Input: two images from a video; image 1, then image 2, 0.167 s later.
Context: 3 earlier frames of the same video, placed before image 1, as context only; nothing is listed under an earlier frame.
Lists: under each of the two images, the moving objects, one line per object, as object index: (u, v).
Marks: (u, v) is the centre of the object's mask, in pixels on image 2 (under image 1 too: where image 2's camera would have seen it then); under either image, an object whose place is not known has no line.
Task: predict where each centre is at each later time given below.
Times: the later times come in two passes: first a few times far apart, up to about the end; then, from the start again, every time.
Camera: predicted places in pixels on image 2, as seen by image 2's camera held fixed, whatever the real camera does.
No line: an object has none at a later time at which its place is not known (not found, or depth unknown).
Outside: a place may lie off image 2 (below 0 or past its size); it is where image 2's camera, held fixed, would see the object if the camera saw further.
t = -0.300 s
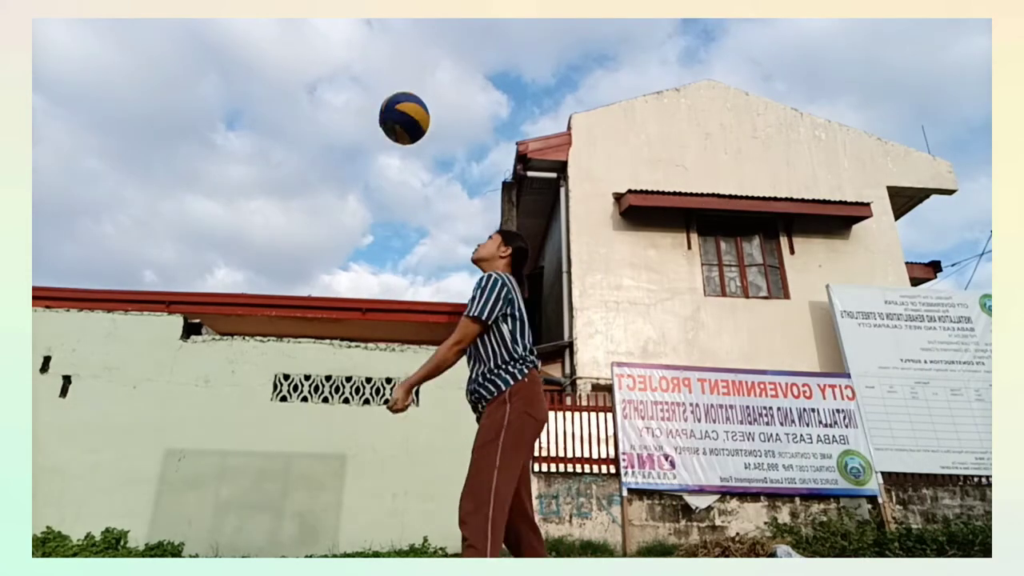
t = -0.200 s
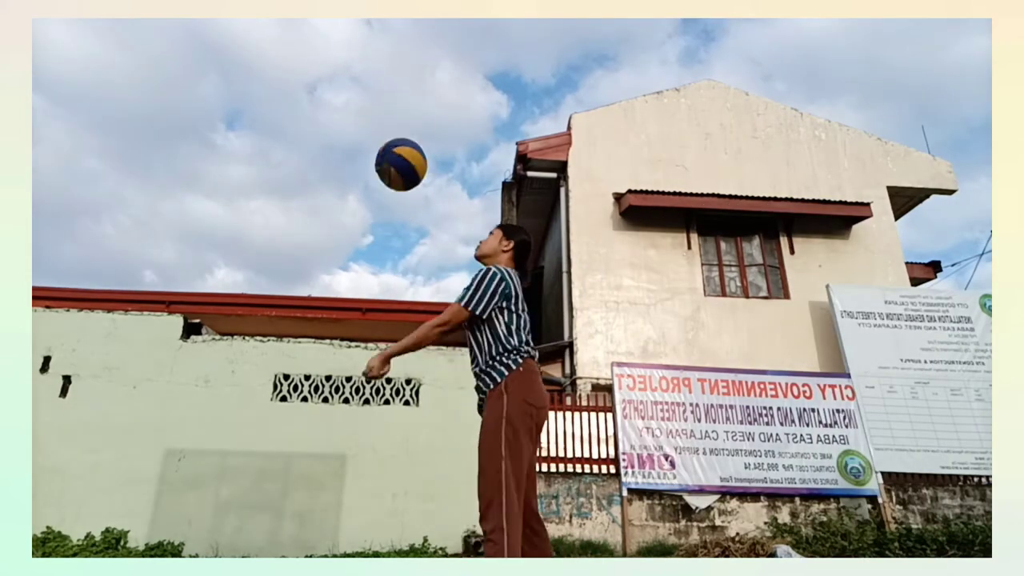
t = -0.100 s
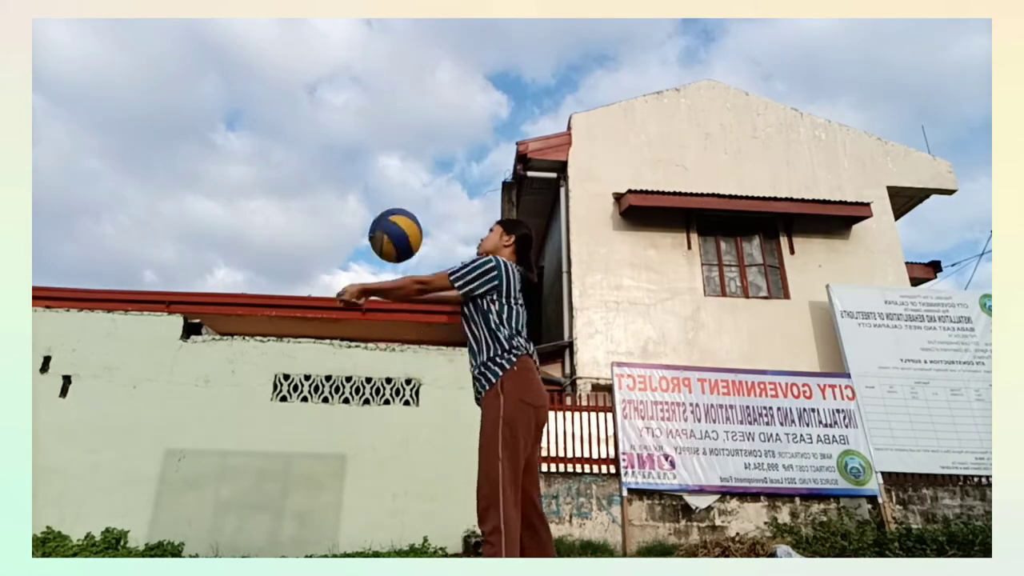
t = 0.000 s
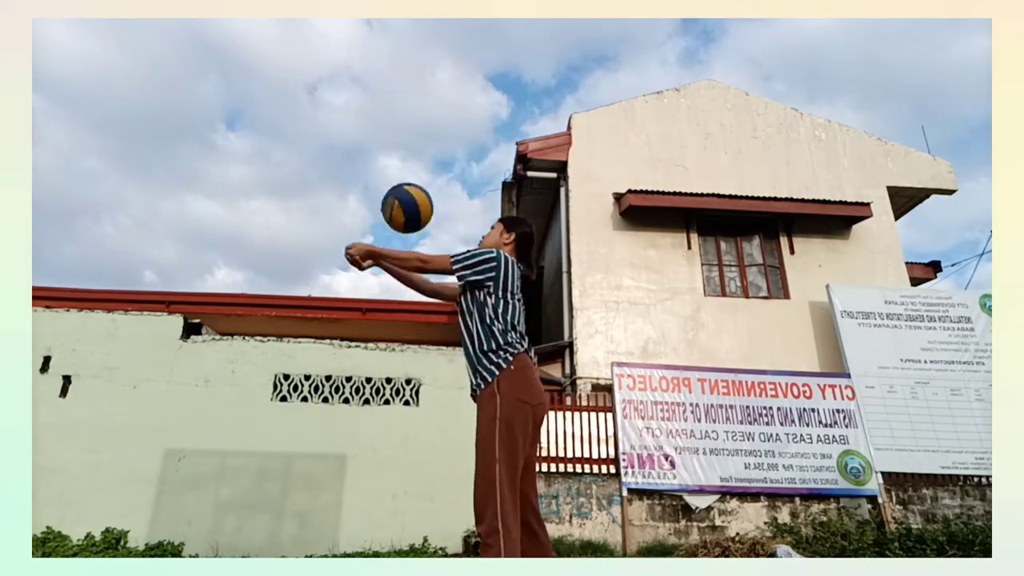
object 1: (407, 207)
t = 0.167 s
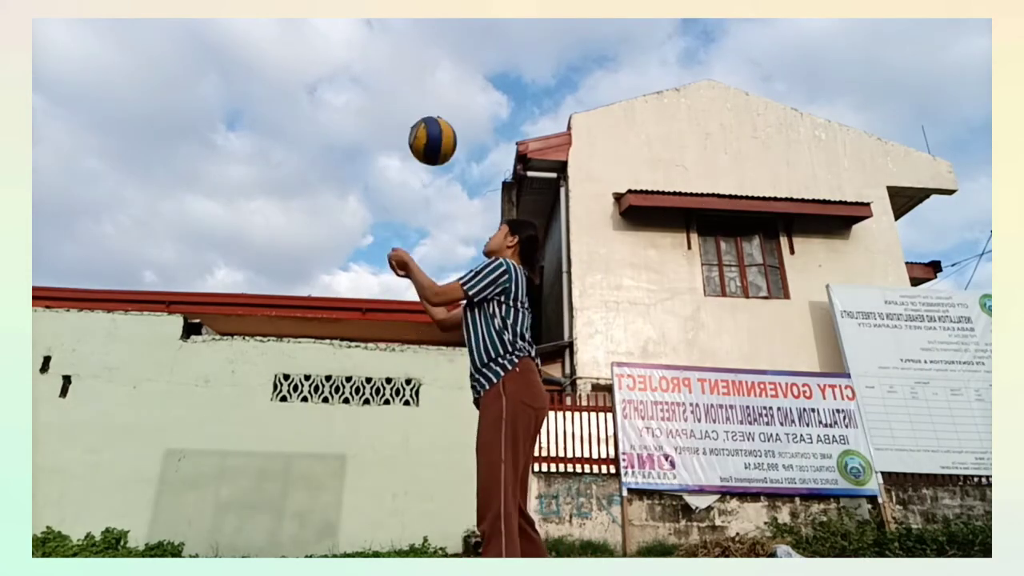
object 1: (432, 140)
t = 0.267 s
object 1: (444, 128)
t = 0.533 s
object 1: (471, 189)
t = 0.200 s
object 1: (436, 134)
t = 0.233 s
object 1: (440, 130)
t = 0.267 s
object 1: (444, 128)
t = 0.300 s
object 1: (448, 128)
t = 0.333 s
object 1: (452, 131)
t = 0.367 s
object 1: (455, 135)
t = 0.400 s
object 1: (459, 142)
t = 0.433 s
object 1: (462, 150)
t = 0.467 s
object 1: (465, 161)
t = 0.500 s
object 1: (468, 174)
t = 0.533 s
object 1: (471, 189)
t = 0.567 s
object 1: (474, 207)
